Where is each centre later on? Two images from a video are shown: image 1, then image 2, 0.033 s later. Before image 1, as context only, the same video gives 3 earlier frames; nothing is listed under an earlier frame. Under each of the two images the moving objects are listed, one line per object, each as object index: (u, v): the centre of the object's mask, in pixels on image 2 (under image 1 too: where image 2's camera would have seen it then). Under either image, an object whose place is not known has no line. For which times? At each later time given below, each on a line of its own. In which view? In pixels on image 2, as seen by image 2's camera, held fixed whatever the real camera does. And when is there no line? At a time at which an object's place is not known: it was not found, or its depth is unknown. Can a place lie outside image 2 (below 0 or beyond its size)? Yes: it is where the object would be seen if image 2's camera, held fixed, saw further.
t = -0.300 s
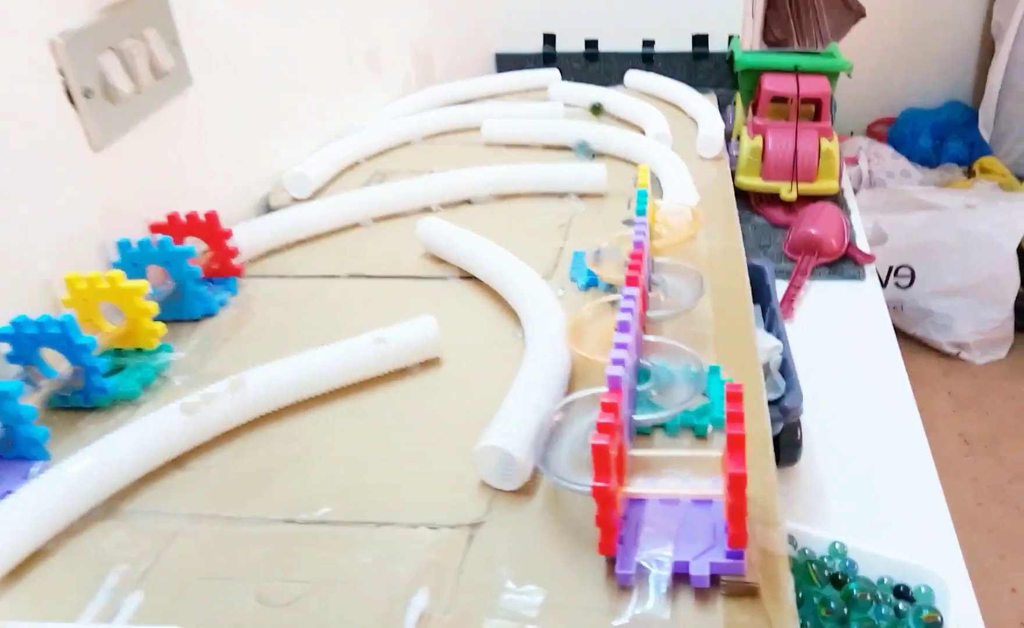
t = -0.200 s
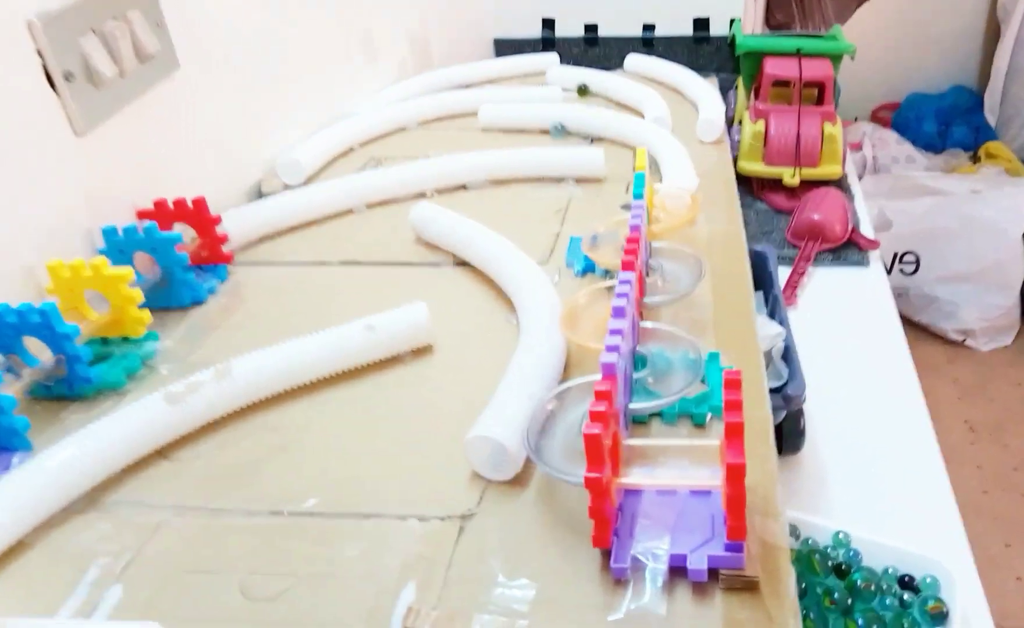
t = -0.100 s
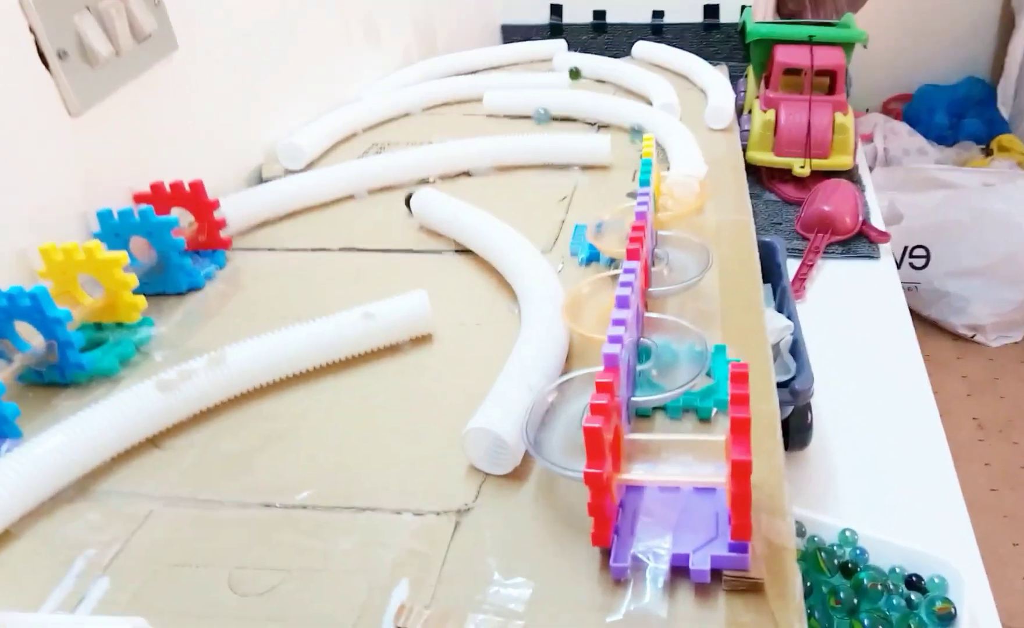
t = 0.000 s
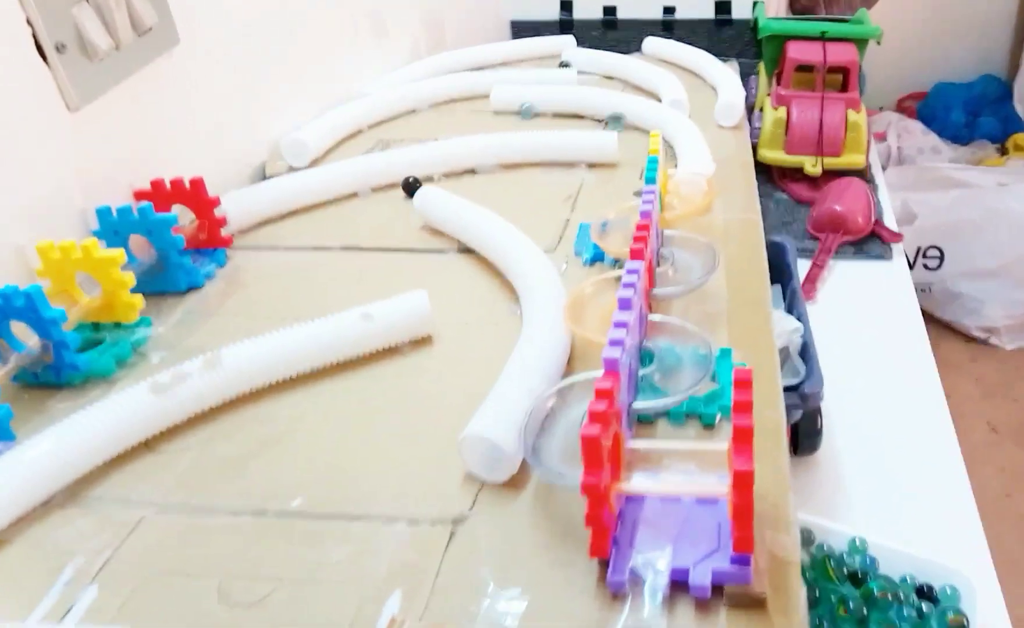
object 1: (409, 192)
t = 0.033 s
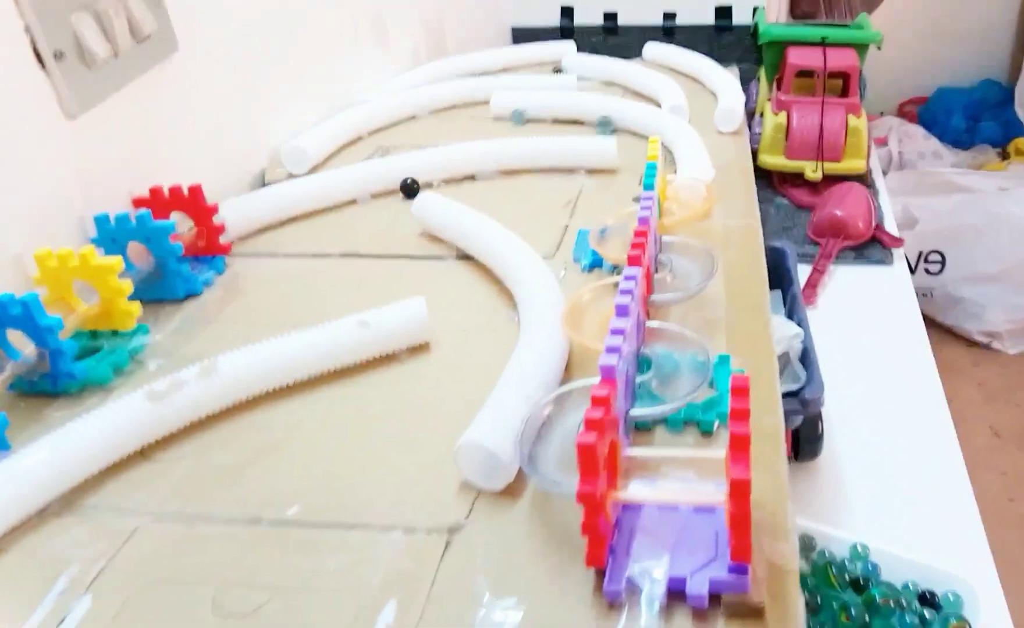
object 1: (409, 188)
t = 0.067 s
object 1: (416, 186)
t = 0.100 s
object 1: (425, 184)
